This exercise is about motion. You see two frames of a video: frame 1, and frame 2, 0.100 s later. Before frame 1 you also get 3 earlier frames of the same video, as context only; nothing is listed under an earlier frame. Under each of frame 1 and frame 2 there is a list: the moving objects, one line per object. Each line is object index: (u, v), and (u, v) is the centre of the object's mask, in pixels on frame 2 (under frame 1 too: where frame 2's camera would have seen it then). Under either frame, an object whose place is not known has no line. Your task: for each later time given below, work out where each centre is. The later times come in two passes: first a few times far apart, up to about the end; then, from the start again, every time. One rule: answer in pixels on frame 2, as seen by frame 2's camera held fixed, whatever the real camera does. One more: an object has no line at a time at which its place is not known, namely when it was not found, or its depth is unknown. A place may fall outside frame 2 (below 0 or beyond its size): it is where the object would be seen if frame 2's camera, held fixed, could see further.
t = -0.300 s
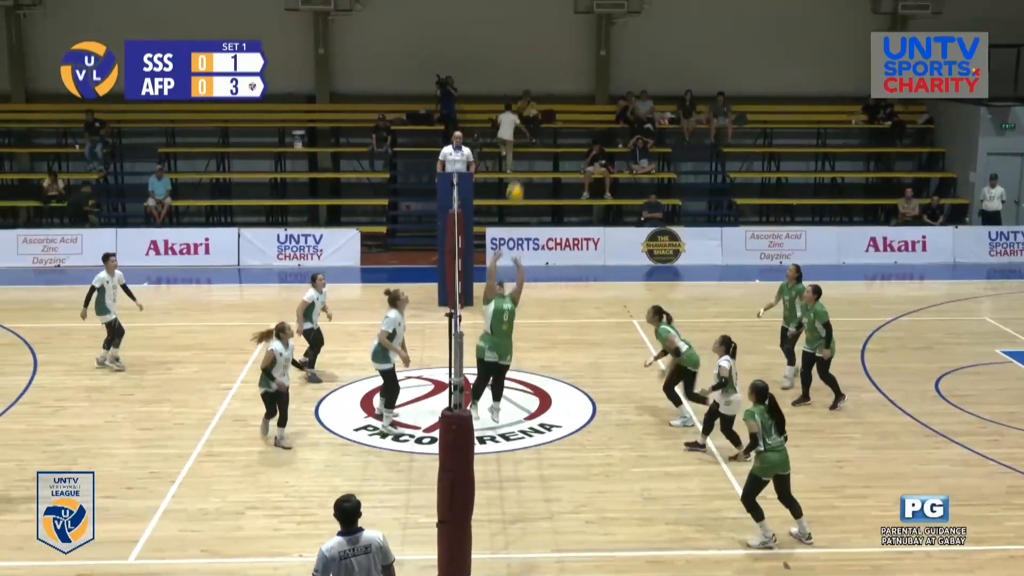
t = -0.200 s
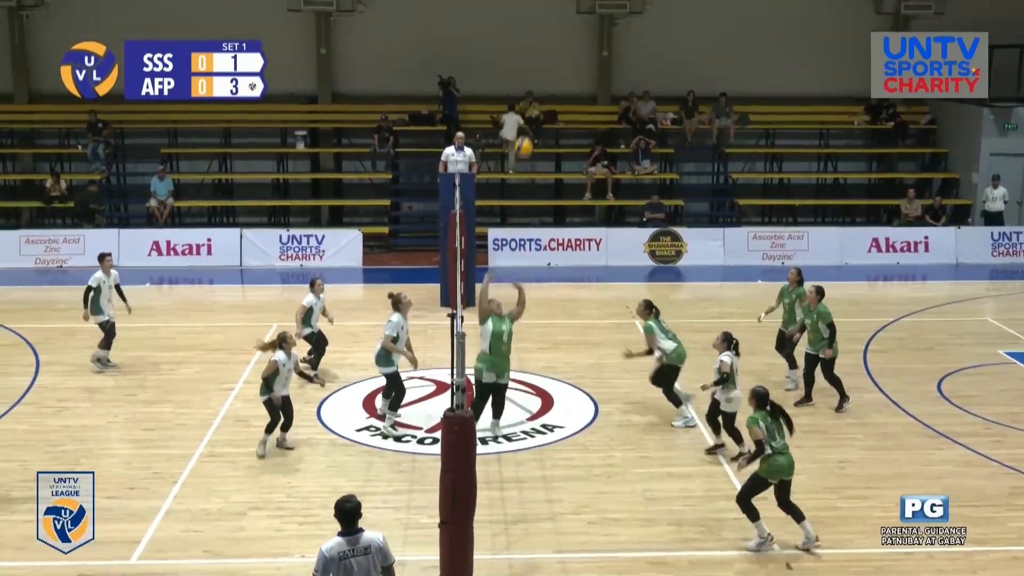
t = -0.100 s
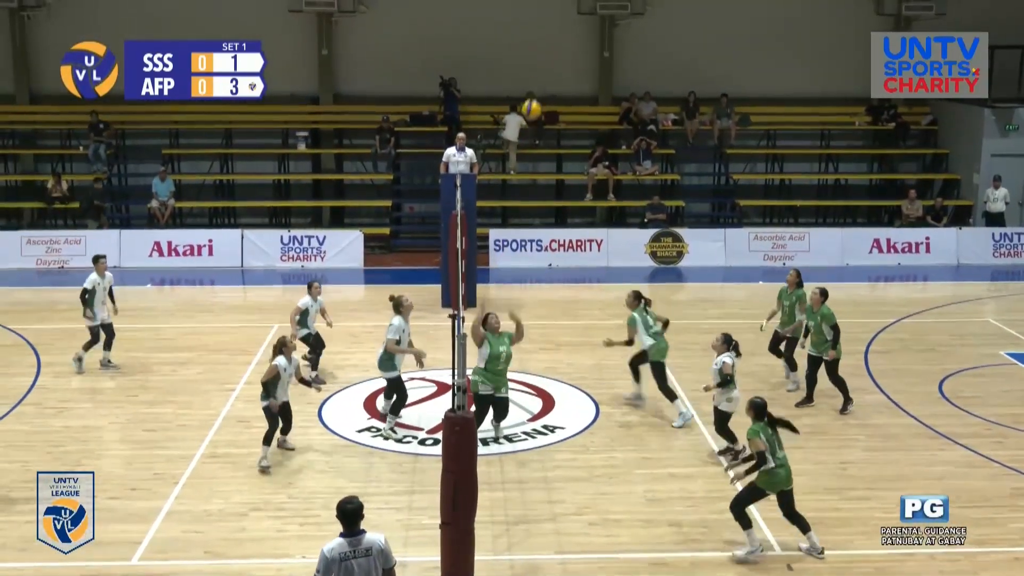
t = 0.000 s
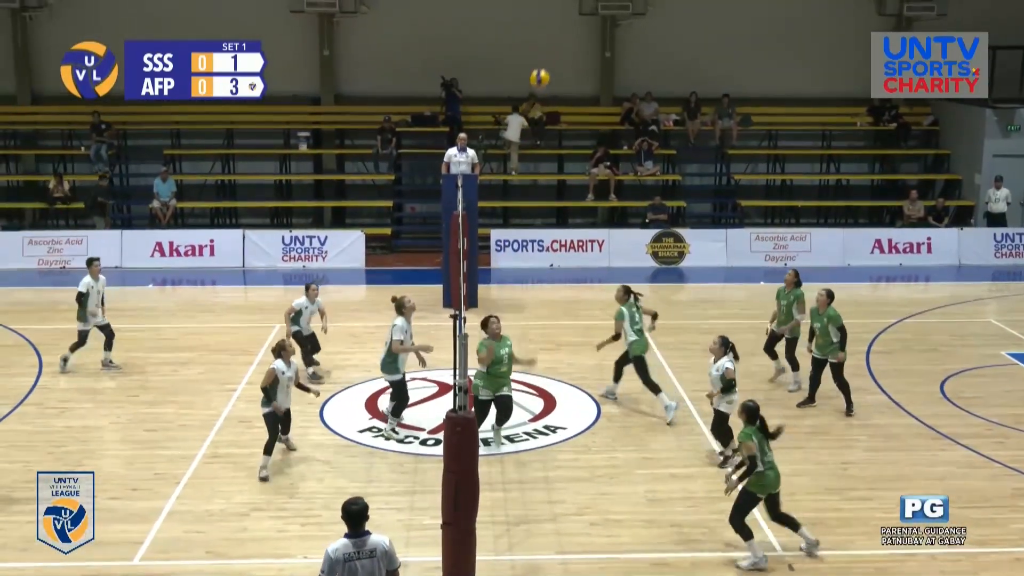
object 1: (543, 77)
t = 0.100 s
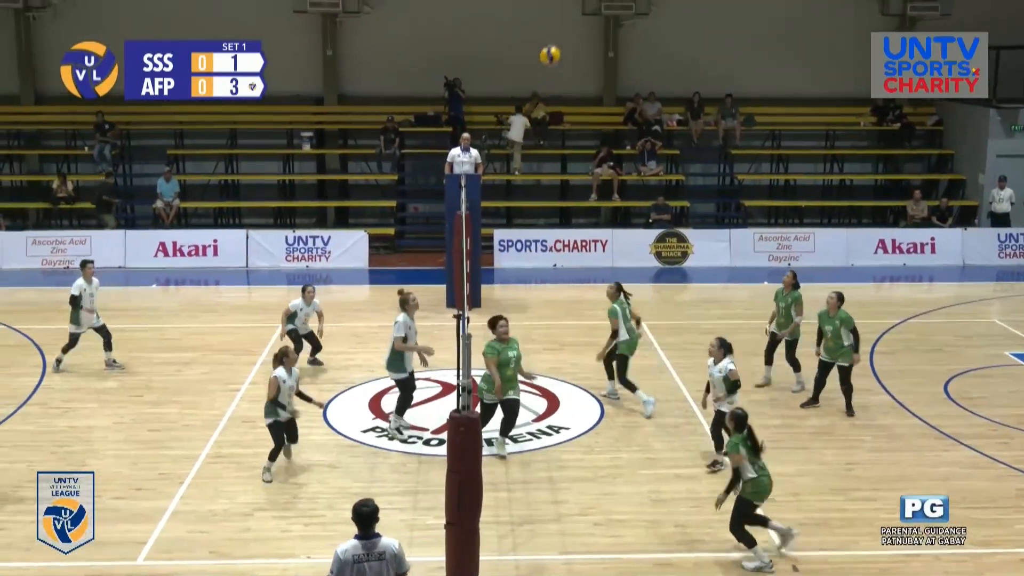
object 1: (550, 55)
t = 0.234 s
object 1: (560, 38)
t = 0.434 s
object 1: (574, 44)
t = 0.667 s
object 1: (591, 101)
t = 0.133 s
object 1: (552, 49)
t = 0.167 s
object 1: (555, 45)
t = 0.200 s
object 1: (557, 41)
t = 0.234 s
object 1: (560, 38)
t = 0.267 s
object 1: (562, 36)
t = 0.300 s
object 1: (565, 36)
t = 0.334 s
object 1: (567, 36)
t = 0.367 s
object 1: (570, 37)
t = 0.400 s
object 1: (572, 40)
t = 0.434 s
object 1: (574, 44)
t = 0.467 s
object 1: (577, 49)
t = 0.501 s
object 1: (579, 54)
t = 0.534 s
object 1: (582, 61)
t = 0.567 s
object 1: (584, 69)
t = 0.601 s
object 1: (587, 78)
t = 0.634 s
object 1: (589, 90)
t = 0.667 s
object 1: (591, 101)
